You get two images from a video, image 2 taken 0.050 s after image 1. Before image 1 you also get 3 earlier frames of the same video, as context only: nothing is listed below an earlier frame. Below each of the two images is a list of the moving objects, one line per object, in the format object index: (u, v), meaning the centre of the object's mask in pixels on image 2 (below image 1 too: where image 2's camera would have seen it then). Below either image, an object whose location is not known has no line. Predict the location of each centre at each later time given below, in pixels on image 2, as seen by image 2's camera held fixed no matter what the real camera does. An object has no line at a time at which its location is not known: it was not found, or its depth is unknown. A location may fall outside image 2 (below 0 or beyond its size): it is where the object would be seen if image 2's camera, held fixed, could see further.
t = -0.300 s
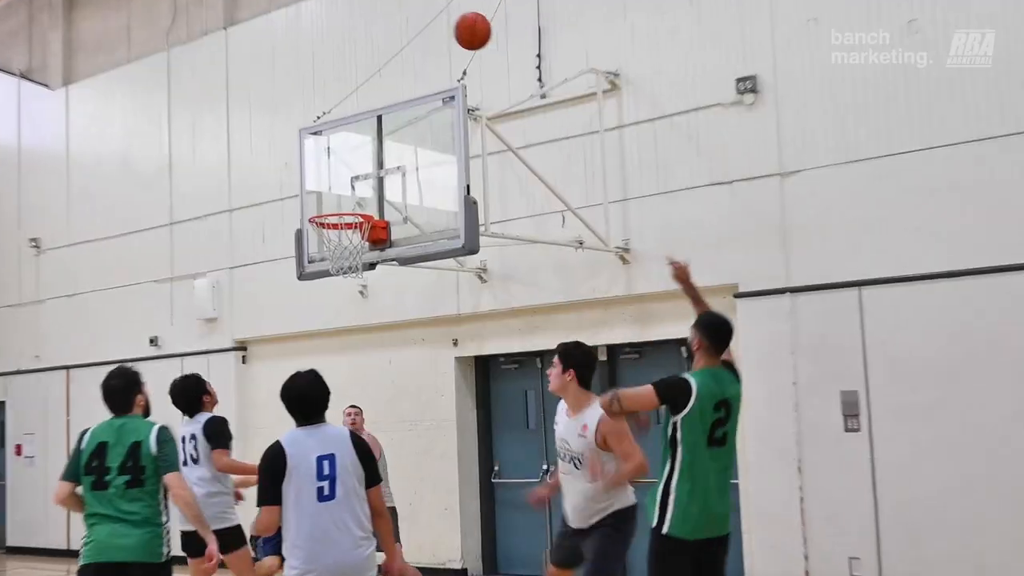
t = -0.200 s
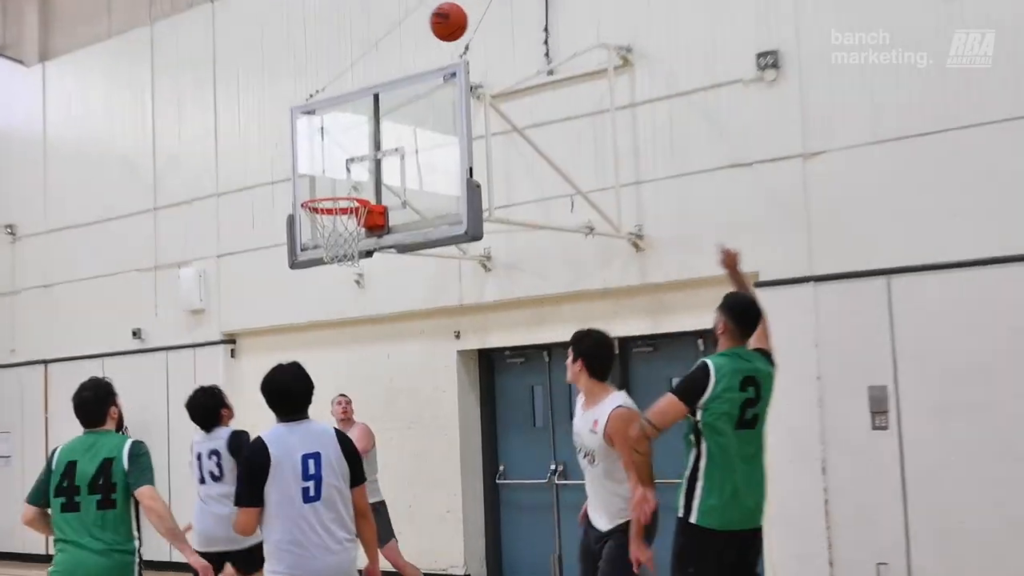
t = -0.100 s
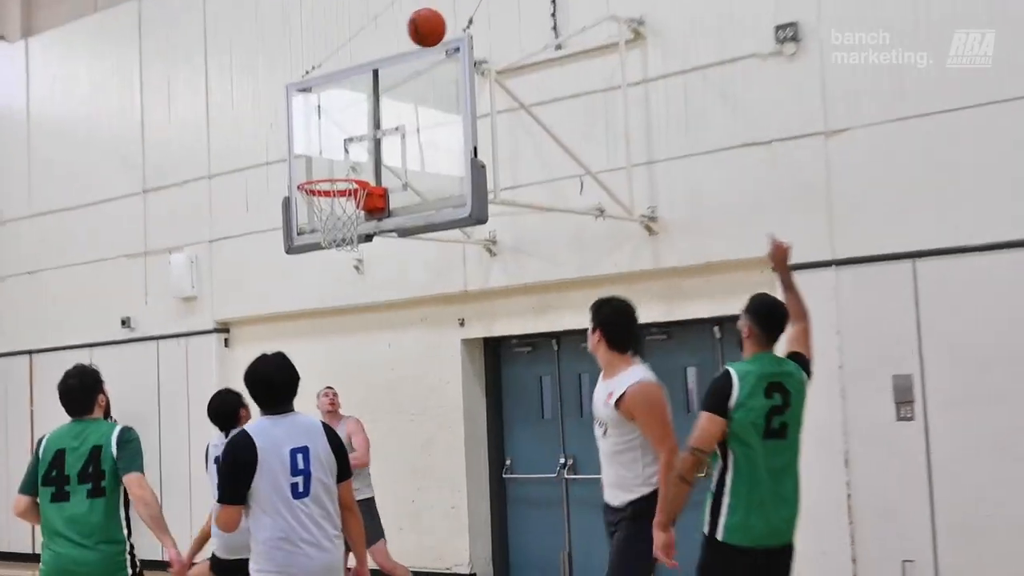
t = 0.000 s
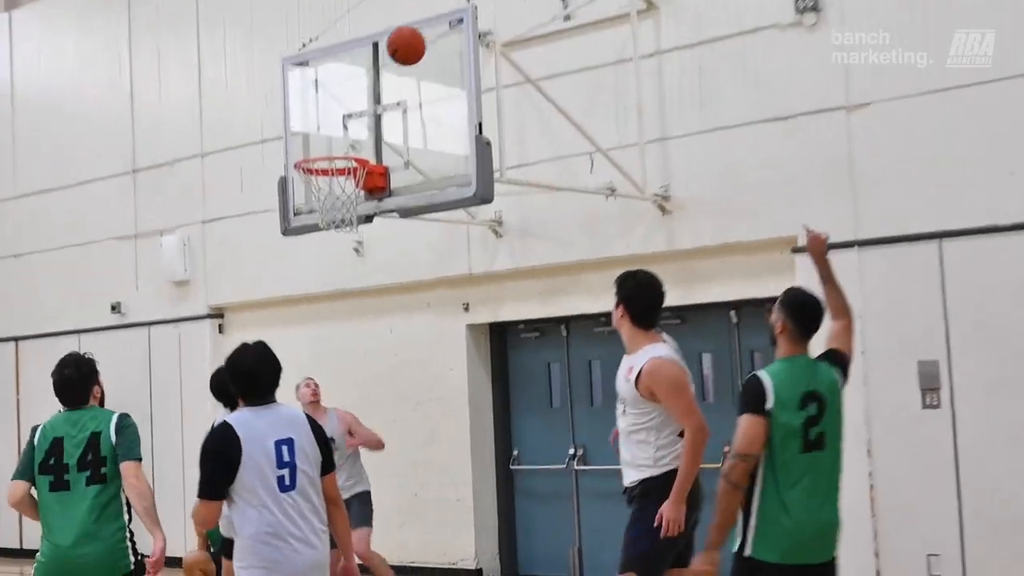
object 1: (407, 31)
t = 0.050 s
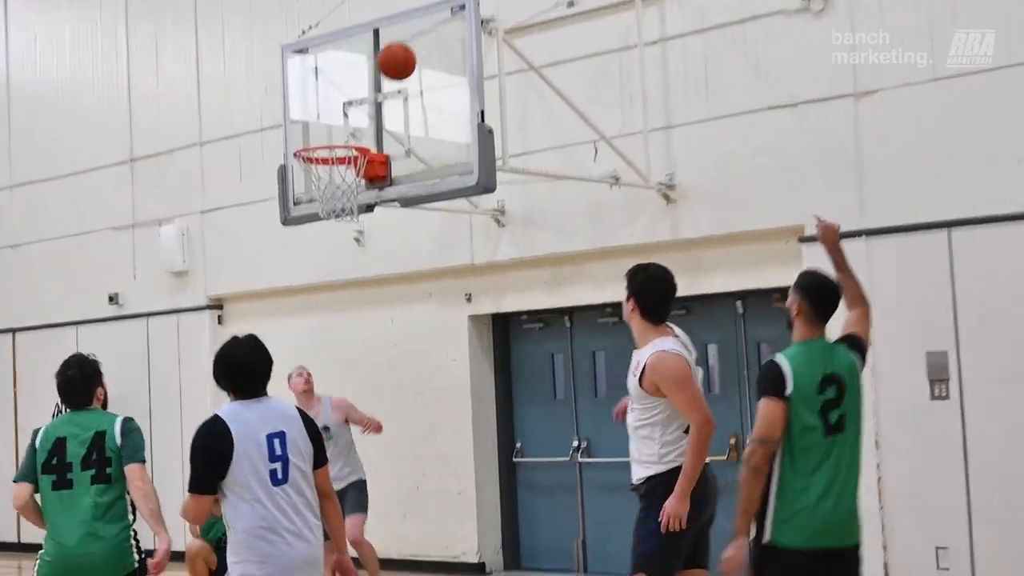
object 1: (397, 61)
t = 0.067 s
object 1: (393, 71)
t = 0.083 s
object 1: (389, 83)
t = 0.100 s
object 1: (386, 93)
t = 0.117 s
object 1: (383, 105)
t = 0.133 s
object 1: (379, 117)
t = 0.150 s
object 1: (377, 128)
